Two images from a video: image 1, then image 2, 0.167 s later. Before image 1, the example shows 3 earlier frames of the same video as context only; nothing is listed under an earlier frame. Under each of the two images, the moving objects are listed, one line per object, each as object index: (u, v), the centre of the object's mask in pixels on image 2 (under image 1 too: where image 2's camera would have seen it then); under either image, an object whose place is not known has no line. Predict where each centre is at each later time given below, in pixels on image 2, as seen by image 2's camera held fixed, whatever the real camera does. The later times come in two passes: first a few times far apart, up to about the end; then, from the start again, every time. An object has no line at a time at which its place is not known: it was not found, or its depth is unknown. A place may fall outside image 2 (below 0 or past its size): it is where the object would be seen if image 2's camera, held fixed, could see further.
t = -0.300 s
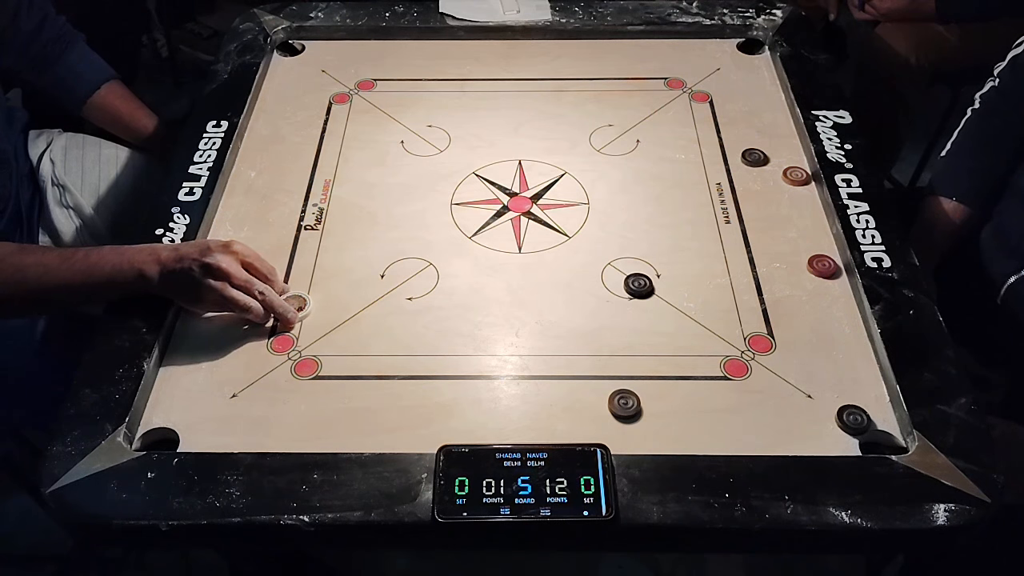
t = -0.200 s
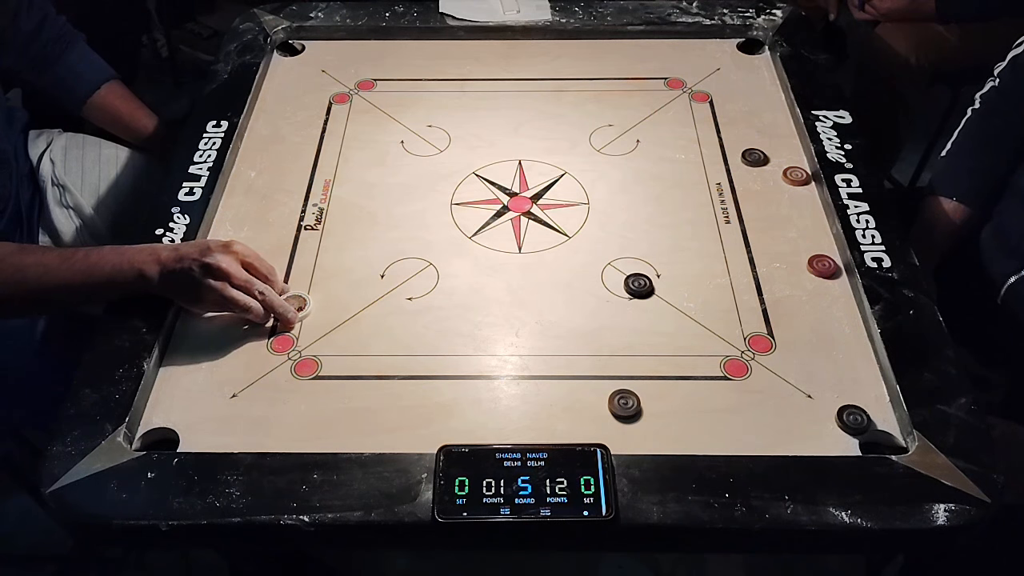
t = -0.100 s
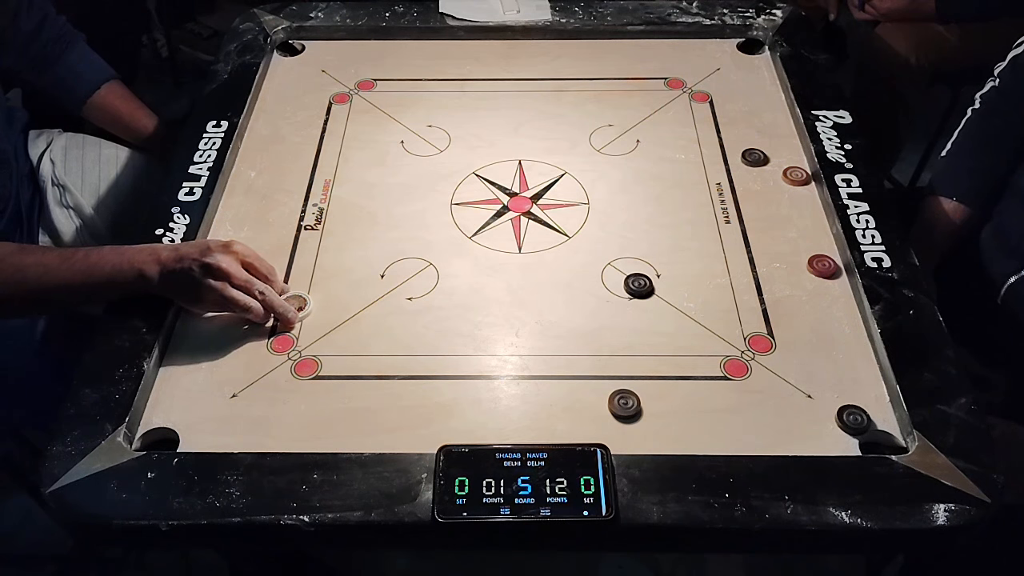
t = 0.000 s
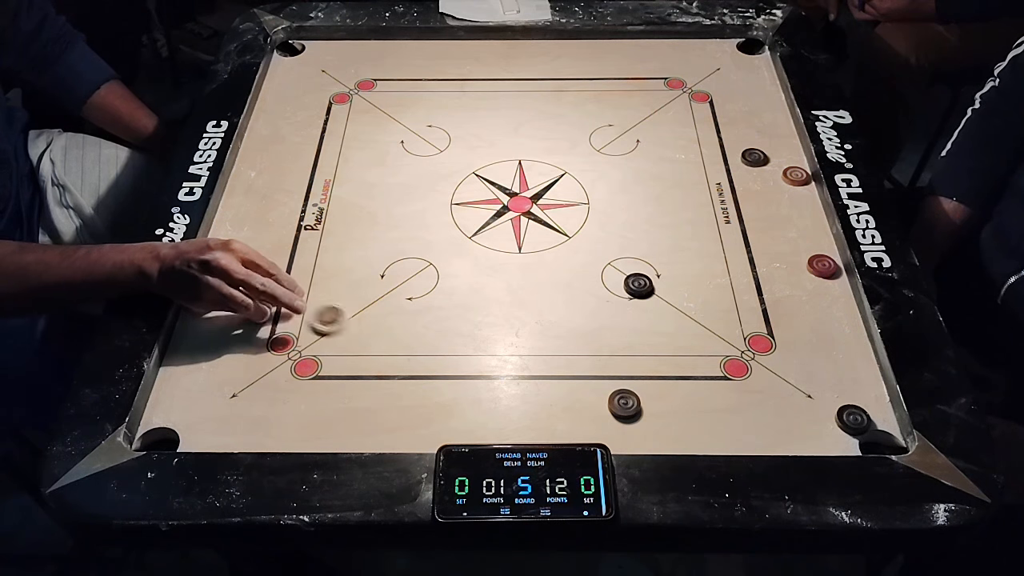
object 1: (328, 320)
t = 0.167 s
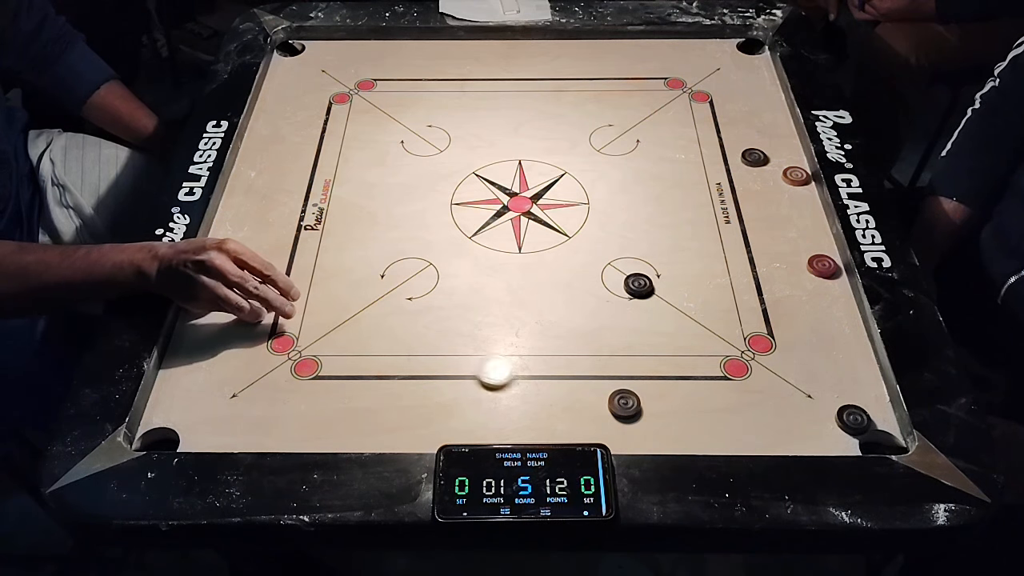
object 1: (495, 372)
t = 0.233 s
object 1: (559, 392)
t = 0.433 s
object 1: (644, 424)
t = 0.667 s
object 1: (674, 432)
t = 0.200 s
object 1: (525, 382)
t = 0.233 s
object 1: (559, 392)
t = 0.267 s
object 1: (588, 402)
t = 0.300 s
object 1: (602, 407)
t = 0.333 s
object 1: (614, 412)
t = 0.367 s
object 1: (626, 417)
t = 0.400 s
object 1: (636, 420)
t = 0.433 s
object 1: (644, 424)
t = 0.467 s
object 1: (652, 426)
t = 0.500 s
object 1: (659, 428)
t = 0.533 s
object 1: (664, 430)
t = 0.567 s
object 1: (668, 431)
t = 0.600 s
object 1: (671, 432)
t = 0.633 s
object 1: (673, 432)
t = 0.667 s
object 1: (674, 432)
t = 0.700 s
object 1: (674, 432)
